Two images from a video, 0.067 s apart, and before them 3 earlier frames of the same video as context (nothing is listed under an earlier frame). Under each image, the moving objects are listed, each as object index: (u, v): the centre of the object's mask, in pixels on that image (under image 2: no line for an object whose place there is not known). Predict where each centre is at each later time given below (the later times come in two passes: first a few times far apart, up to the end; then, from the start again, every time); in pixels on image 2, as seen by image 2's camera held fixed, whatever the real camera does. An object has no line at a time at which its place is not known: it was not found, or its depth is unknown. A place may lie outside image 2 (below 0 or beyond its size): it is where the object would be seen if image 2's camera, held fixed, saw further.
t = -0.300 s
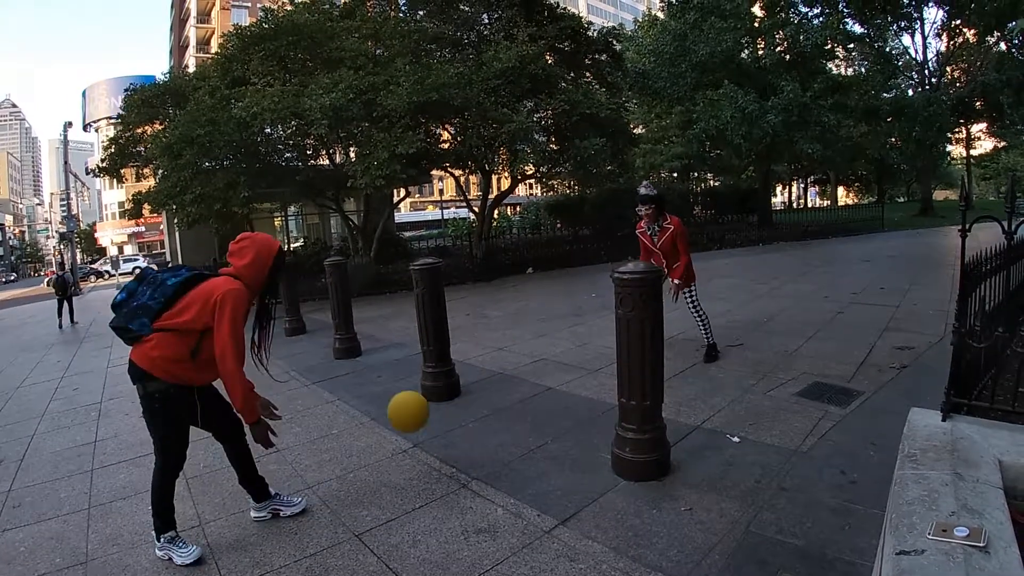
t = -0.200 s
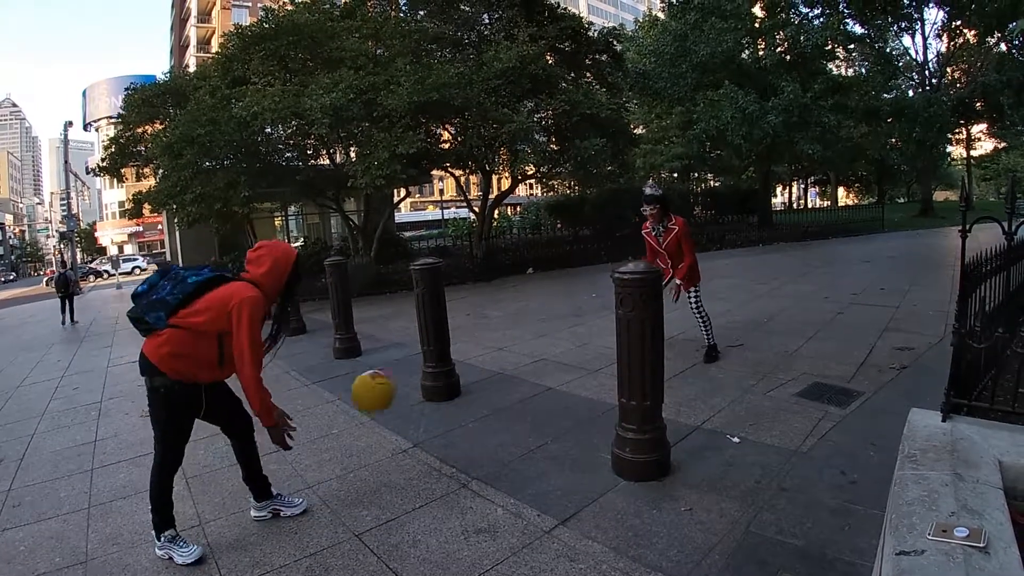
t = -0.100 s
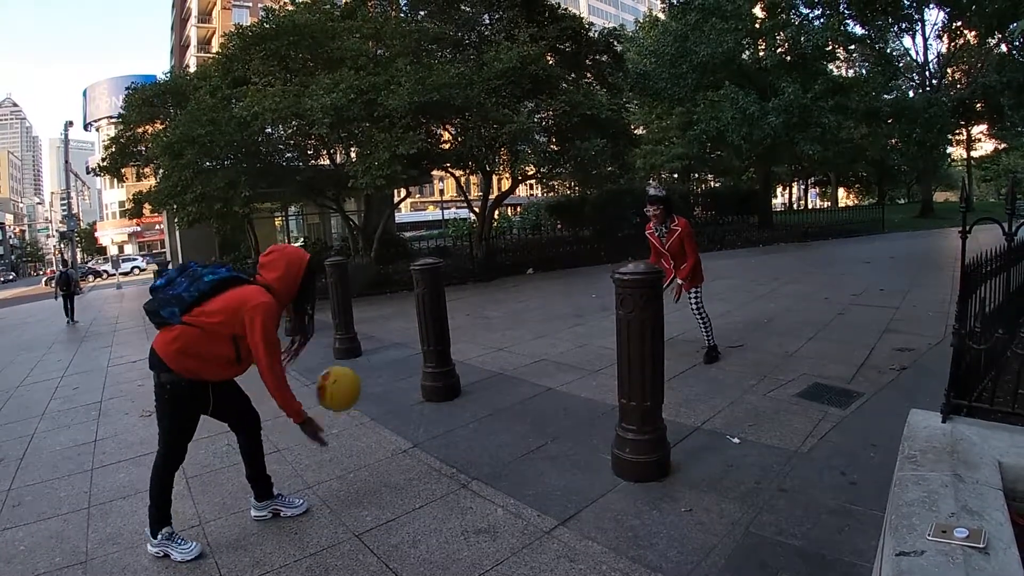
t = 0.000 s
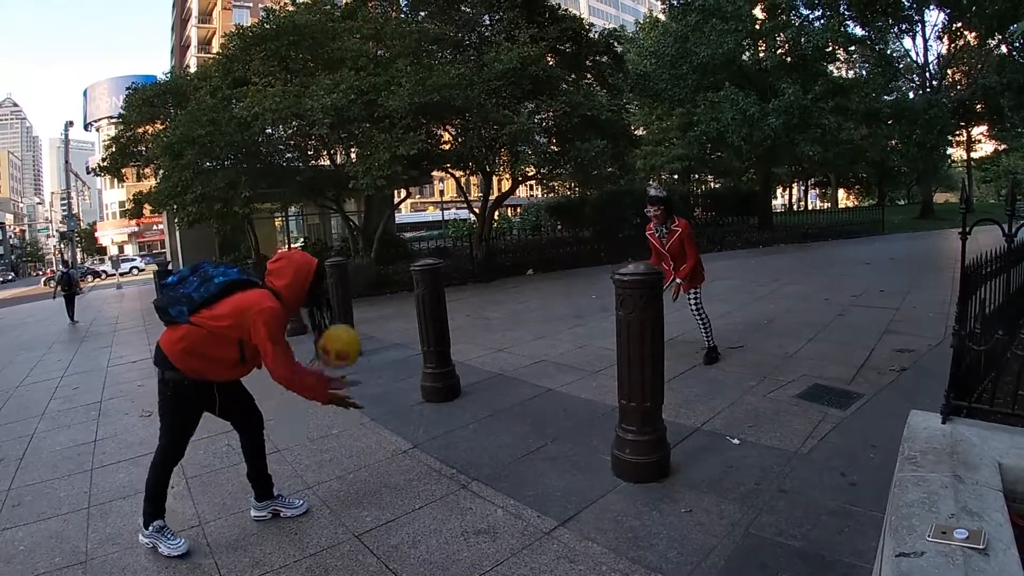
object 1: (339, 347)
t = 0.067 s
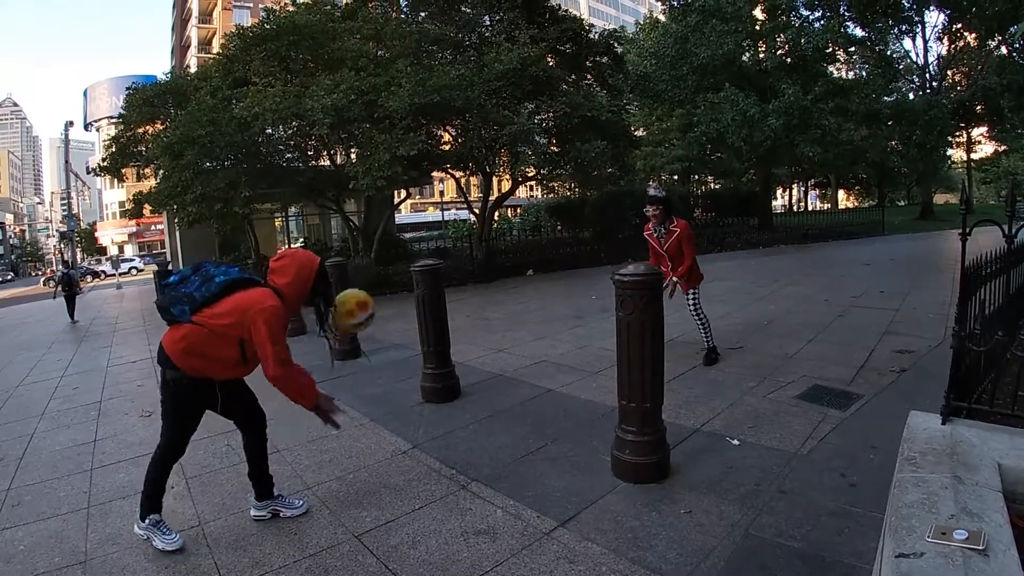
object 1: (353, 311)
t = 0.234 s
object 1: (390, 264)
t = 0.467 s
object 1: (437, 280)
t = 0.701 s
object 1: (479, 364)
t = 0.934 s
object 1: (475, 319)
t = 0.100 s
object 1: (360, 296)
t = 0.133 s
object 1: (368, 285)
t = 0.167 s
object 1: (375, 276)
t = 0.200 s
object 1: (383, 269)
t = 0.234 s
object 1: (390, 264)
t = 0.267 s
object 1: (398, 261)
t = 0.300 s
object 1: (404, 260)
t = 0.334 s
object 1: (411, 260)
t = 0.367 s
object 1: (419, 263)
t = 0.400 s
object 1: (425, 268)
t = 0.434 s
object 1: (431, 273)
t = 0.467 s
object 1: (437, 280)
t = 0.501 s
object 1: (443, 289)
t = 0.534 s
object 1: (449, 299)
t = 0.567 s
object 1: (455, 311)
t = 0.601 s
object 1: (462, 323)
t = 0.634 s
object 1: (467, 336)
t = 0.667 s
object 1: (473, 350)
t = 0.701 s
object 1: (479, 364)
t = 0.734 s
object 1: (485, 380)
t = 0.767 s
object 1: (485, 379)
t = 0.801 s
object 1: (483, 363)
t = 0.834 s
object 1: (480, 350)
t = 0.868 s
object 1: (478, 339)
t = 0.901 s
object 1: (476, 328)
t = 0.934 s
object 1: (475, 319)
